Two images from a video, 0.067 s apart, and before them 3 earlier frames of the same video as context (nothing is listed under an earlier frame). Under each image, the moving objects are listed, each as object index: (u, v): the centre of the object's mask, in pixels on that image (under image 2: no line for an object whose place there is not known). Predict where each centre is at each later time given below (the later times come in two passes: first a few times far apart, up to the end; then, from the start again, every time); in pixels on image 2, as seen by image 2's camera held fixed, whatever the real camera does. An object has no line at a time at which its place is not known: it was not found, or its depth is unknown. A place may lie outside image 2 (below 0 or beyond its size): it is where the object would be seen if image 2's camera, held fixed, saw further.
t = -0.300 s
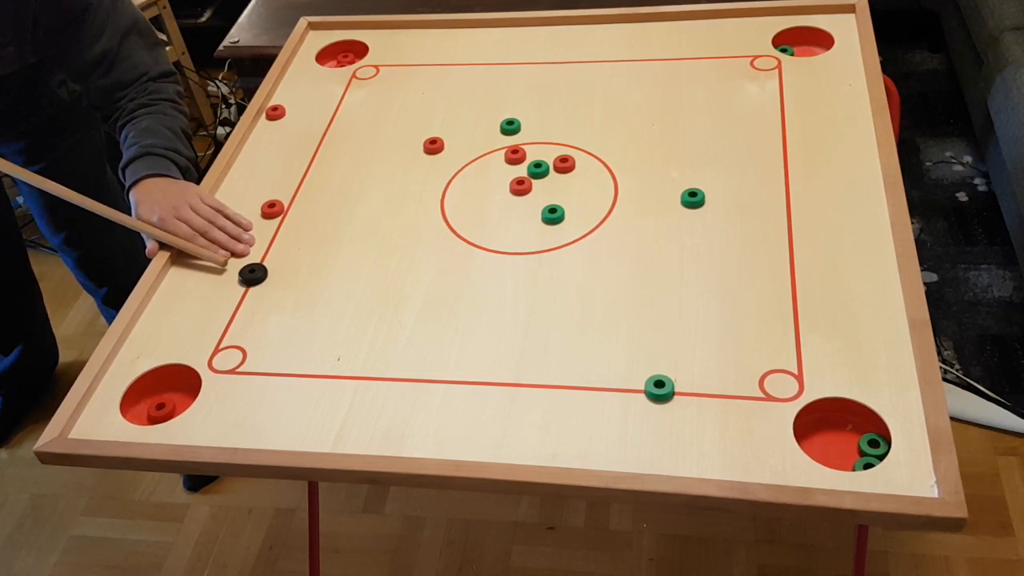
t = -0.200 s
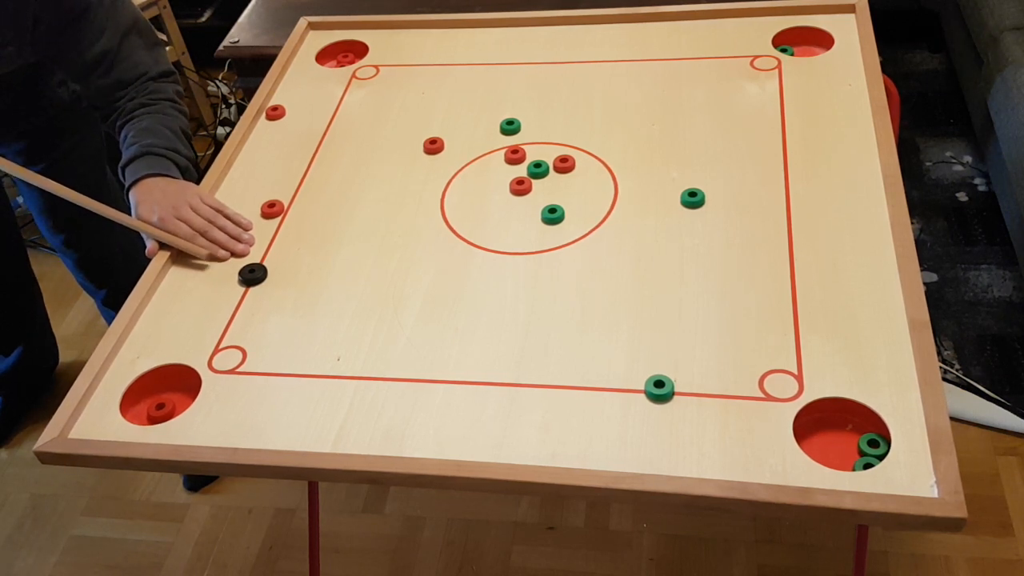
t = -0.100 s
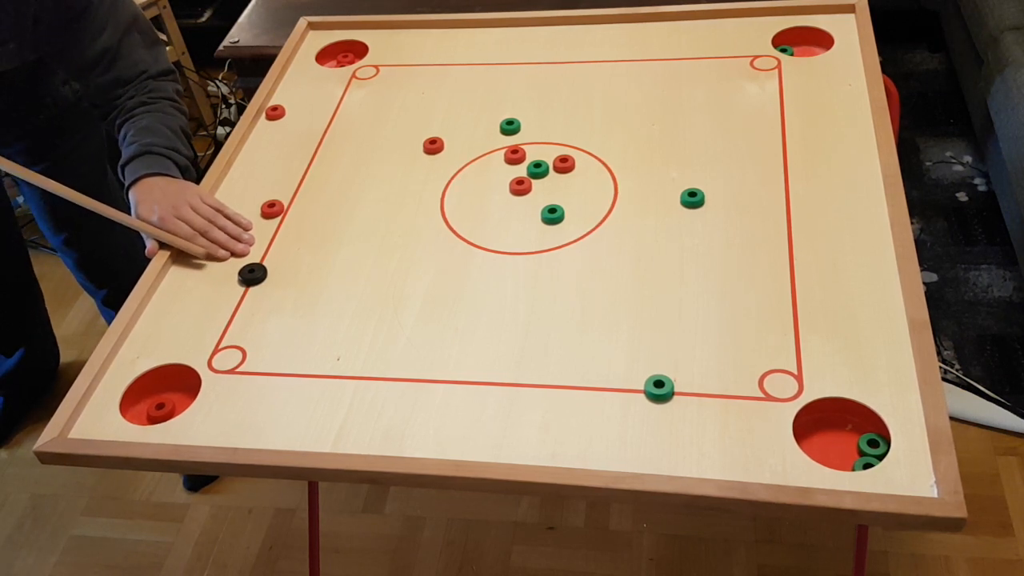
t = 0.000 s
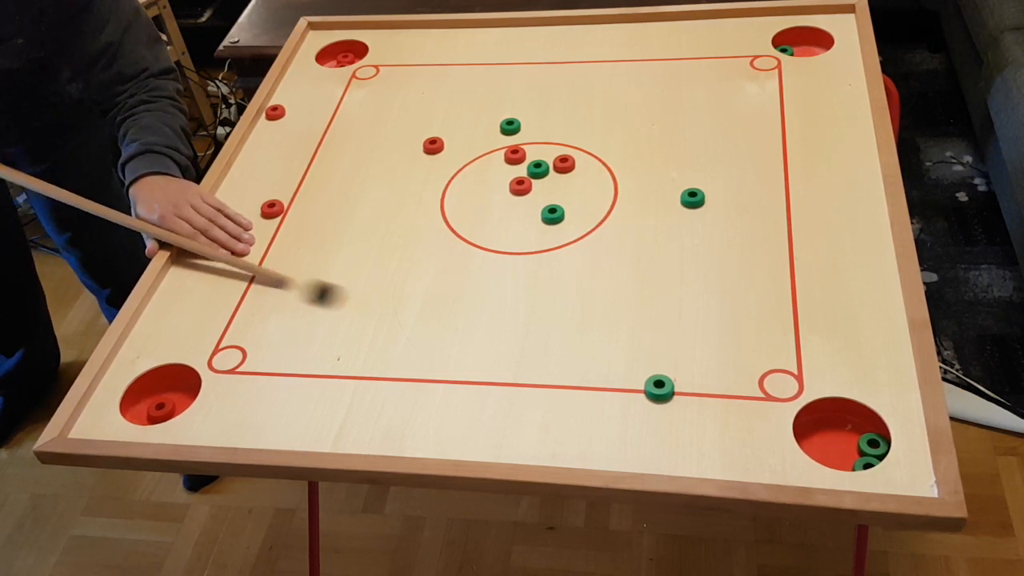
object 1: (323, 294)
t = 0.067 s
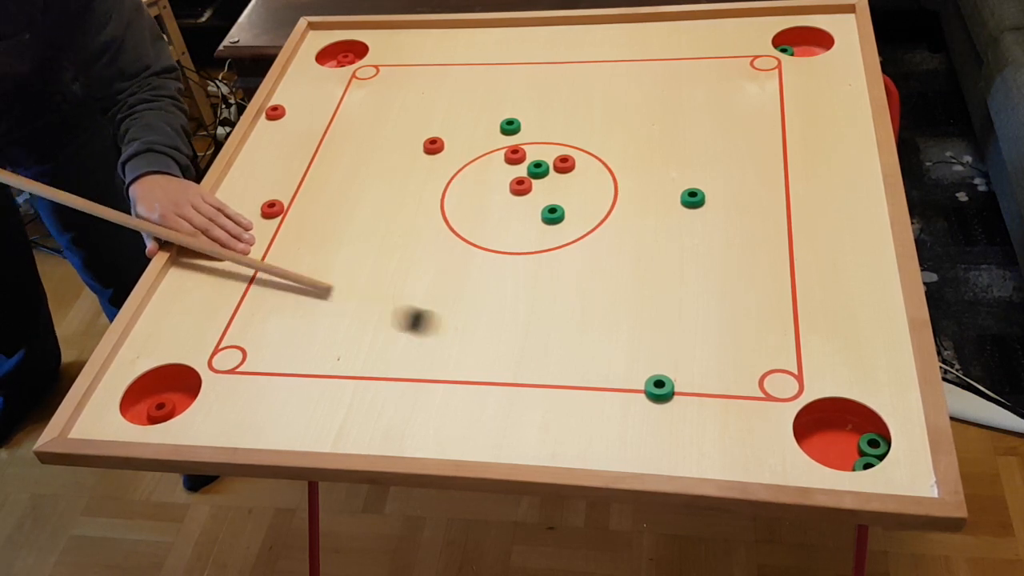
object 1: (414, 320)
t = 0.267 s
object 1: (642, 398)
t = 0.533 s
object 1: (671, 429)
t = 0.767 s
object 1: (671, 430)
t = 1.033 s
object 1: (671, 429)
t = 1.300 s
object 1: (671, 429)
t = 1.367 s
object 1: (671, 429)
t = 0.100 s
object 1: (463, 335)
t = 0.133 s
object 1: (510, 349)
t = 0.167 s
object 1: (558, 363)
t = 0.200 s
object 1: (606, 378)
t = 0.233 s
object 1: (633, 390)
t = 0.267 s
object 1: (642, 398)
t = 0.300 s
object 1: (650, 406)
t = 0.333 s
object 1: (658, 413)
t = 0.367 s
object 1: (663, 419)
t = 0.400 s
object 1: (667, 423)
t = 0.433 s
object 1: (670, 426)
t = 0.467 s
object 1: (671, 428)
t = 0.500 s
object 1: (671, 429)
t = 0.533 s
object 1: (671, 429)
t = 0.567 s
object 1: (671, 429)
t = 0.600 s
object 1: (671, 429)
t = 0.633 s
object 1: (671, 429)
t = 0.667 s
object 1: (671, 429)
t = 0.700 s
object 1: (671, 429)
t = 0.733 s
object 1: (671, 430)
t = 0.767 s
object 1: (671, 430)
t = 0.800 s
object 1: (671, 430)
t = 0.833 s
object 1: (671, 430)
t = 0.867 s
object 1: (671, 430)
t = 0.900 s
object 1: (671, 430)
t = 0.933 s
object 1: (671, 430)
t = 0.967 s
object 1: (671, 430)
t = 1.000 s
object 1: (671, 430)
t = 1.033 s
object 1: (671, 429)
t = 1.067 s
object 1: (671, 430)
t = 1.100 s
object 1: (671, 430)
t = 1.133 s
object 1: (671, 429)
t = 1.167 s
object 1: (671, 429)
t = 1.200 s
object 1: (671, 429)
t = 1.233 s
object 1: (671, 429)
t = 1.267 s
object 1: (671, 429)
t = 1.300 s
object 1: (671, 429)
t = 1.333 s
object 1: (671, 429)
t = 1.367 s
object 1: (671, 429)
